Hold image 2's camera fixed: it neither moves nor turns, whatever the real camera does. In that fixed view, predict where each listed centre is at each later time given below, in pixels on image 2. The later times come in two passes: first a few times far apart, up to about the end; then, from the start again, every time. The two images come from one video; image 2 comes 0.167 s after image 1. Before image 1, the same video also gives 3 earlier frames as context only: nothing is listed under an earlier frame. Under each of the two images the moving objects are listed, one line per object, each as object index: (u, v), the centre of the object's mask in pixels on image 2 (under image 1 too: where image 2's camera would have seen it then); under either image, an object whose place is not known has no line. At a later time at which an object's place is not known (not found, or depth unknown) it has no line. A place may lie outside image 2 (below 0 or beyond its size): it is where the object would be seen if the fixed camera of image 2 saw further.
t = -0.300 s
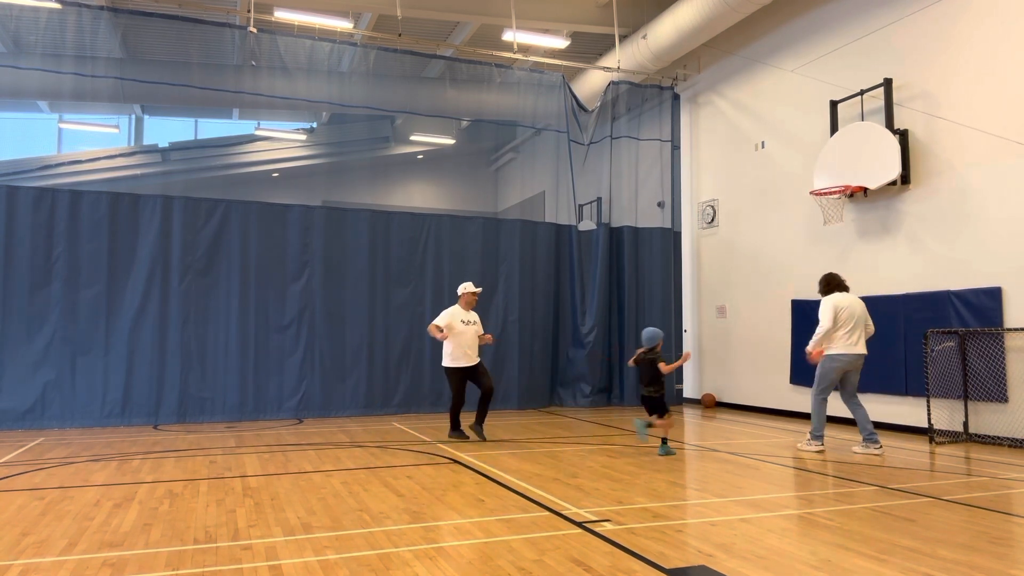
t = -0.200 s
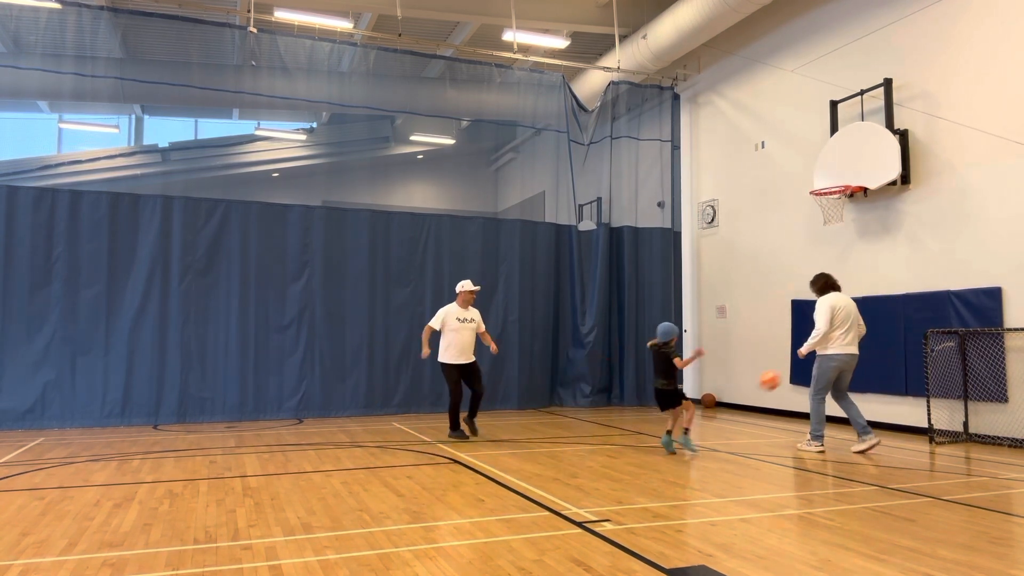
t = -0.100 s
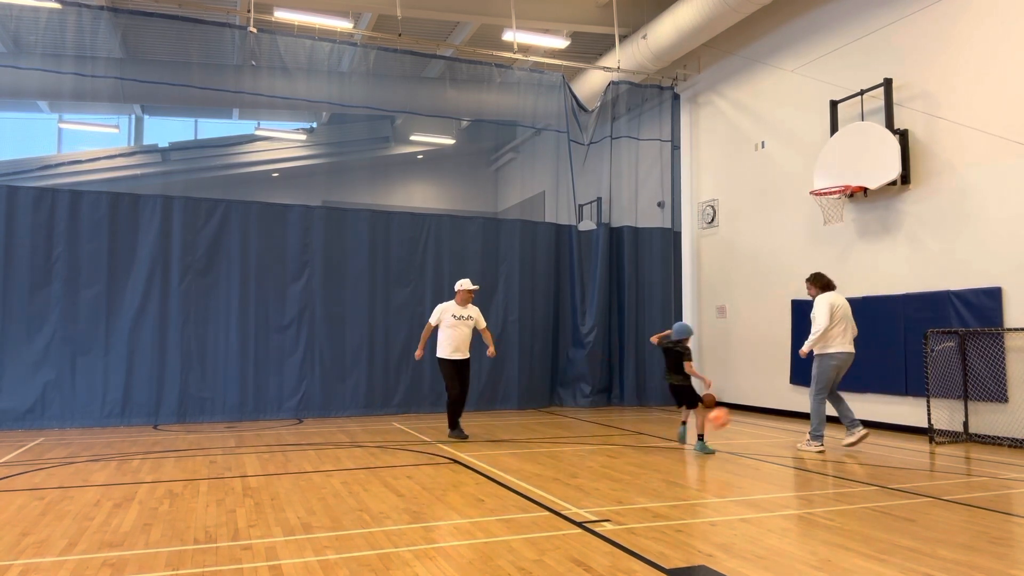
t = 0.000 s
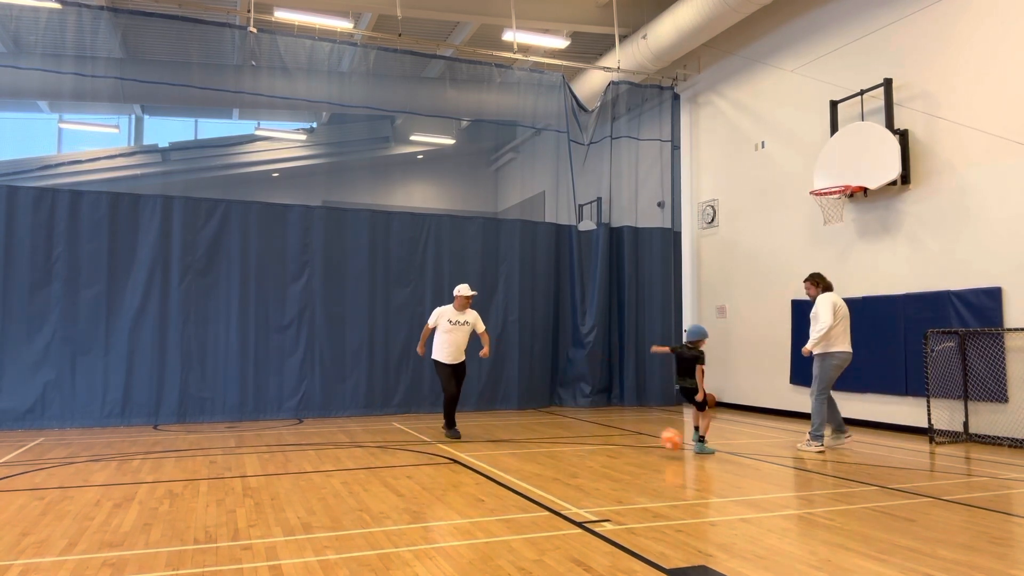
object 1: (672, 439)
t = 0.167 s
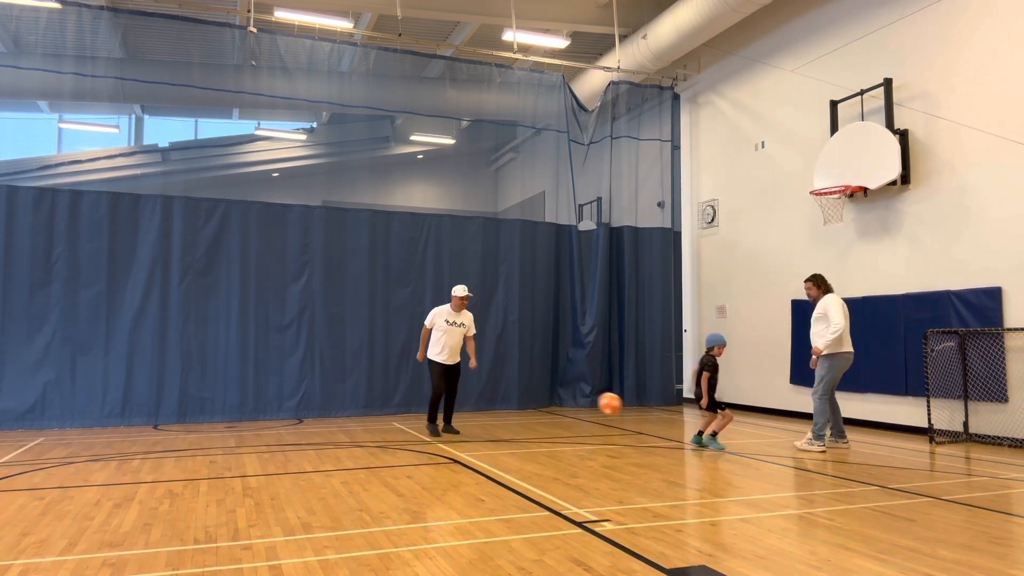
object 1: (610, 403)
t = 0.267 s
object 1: (573, 398)
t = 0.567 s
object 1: (456, 448)
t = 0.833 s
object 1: (344, 438)
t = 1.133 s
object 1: (210, 460)
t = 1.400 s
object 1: (92, 482)
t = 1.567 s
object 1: (17, 473)
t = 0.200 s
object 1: (597, 400)
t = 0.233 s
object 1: (584, 398)
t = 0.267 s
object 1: (573, 398)
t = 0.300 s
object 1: (560, 397)
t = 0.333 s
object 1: (548, 399)
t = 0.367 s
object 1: (535, 401)
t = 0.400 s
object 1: (522, 406)
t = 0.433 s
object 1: (509, 412)
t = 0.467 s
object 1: (497, 418)
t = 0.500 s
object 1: (483, 426)
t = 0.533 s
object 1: (470, 436)
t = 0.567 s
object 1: (456, 448)
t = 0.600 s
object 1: (444, 461)
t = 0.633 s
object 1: (430, 455)
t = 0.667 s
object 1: (415, 448)
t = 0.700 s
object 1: (400, 444)
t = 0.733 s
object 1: (387, 441)
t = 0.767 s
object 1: (373, 439)
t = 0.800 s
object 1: (359, 437)
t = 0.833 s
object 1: (344, 438)
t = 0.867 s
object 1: (329, 439)
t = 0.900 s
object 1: (313, 444)
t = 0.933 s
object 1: (300, 450)
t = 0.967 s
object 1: (285, 456)
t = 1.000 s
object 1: (270, 463)
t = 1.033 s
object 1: (253, 472)
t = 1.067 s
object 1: (237, 471)
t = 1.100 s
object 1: (224, 465)
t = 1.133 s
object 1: (210, 460)
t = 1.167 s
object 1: (196, 457)
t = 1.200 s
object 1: (181, 456)
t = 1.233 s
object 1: (166, 456)
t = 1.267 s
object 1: (151, 458)
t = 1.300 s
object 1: (137, 462)
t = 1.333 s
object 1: (122, 467)
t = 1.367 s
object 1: (108, 473)
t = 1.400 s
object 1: (92, 482)
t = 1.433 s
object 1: (75, 481)
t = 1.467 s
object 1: (61, 477)
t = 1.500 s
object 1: (47, 474)
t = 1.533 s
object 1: (32, 473)
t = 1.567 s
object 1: (17, 473)
